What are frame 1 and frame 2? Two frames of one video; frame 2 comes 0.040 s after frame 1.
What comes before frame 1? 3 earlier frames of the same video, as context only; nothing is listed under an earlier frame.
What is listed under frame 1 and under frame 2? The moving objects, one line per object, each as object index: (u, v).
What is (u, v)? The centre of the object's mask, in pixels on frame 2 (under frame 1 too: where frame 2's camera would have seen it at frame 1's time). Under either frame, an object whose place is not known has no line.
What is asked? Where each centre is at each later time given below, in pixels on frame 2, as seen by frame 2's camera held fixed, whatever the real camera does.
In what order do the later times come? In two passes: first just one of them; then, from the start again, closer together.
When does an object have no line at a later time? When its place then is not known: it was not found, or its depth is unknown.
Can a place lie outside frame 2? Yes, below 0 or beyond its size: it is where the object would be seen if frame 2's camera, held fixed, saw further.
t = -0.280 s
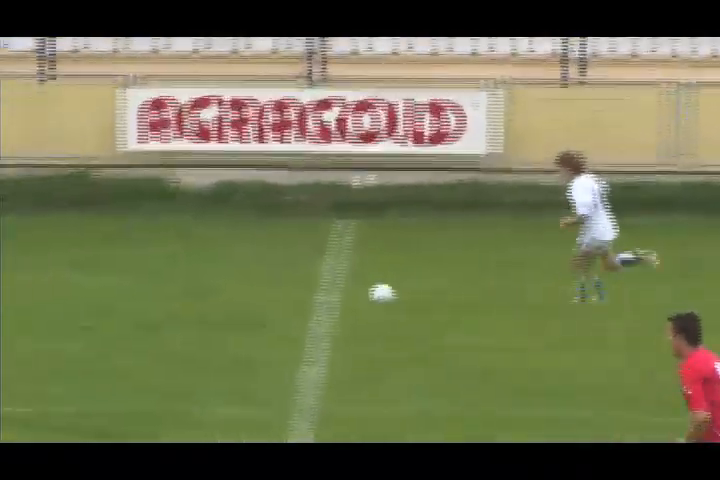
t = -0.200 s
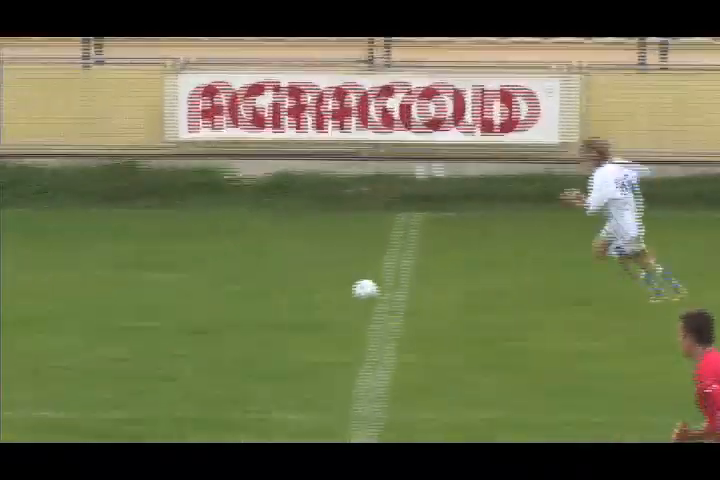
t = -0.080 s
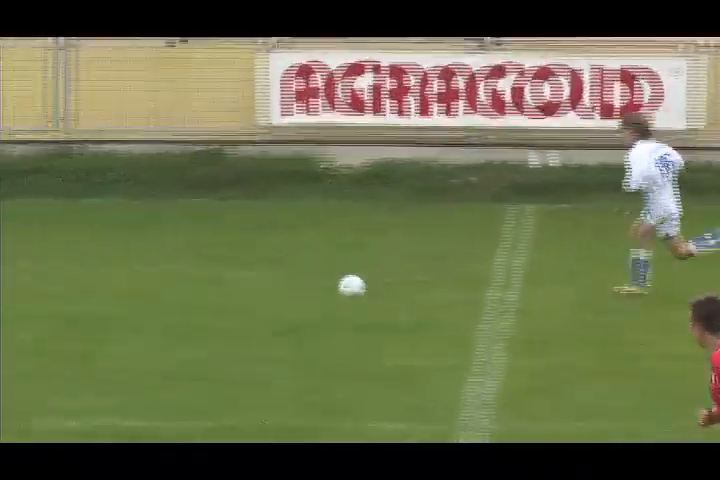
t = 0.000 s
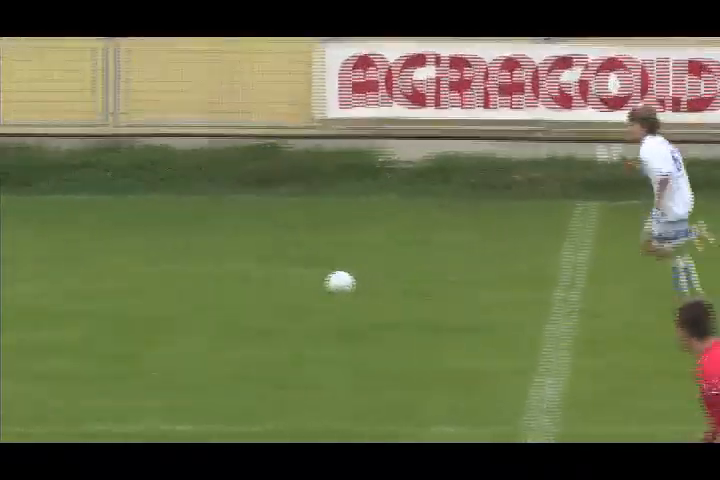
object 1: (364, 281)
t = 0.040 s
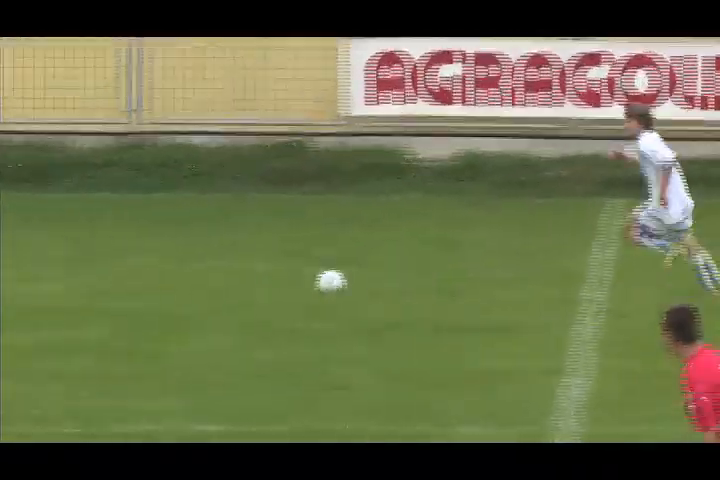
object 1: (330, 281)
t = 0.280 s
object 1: (151, 280)
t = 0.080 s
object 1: (297, 282)
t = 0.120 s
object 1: (266, 281)
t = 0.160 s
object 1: (237, 279)
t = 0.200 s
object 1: (208, 278)
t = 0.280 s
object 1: (151, 280)
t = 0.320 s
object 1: (124, 282)
